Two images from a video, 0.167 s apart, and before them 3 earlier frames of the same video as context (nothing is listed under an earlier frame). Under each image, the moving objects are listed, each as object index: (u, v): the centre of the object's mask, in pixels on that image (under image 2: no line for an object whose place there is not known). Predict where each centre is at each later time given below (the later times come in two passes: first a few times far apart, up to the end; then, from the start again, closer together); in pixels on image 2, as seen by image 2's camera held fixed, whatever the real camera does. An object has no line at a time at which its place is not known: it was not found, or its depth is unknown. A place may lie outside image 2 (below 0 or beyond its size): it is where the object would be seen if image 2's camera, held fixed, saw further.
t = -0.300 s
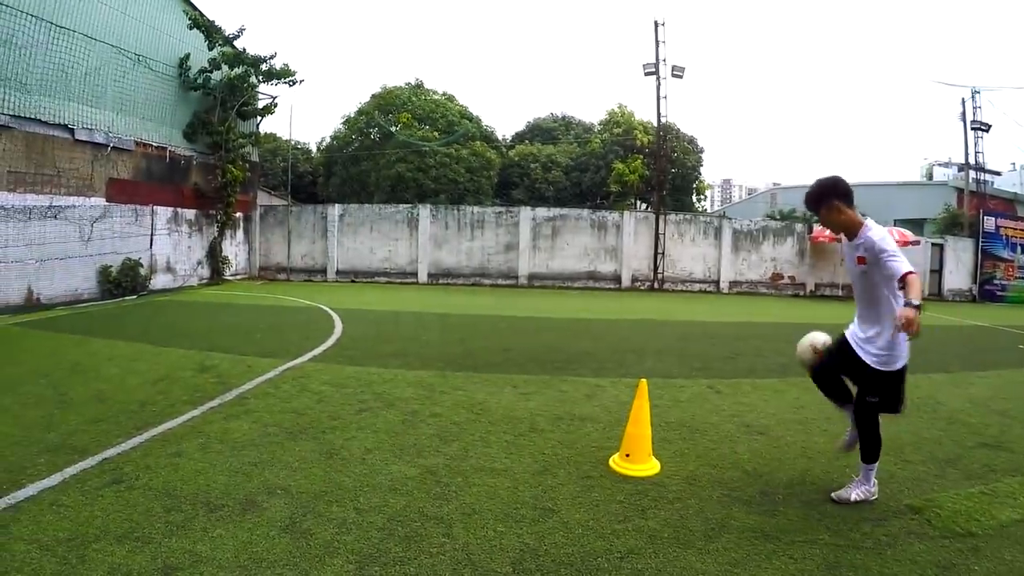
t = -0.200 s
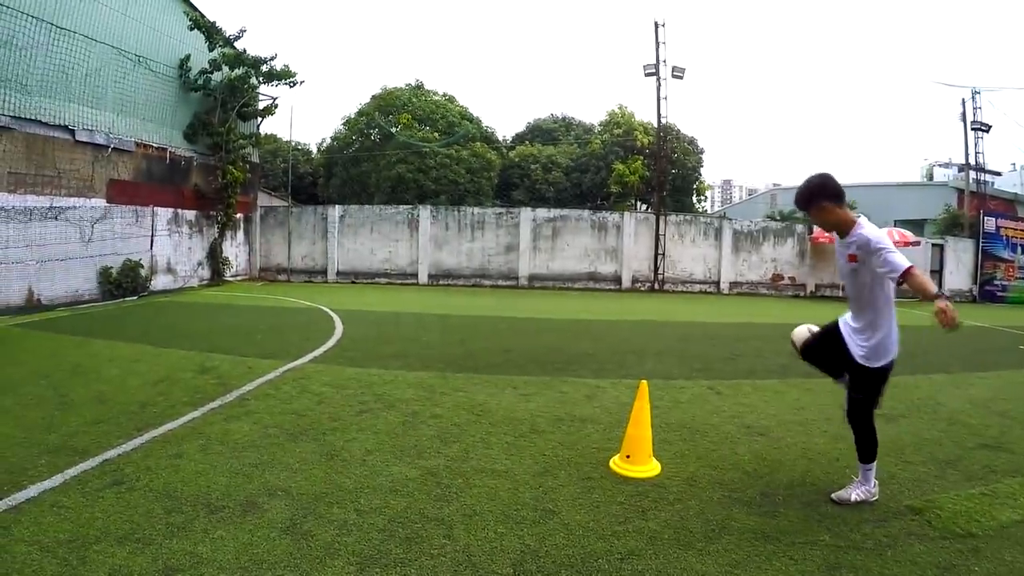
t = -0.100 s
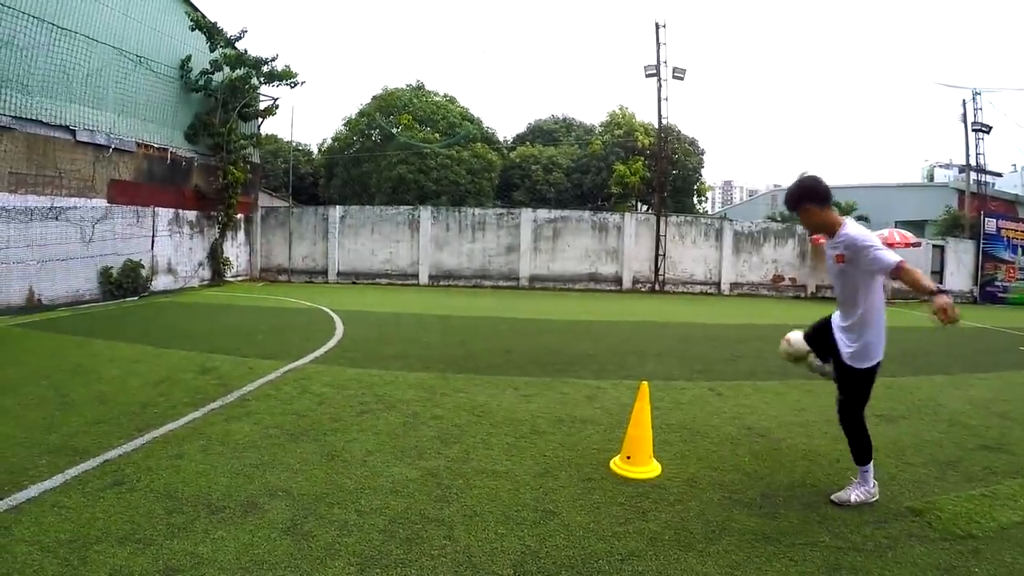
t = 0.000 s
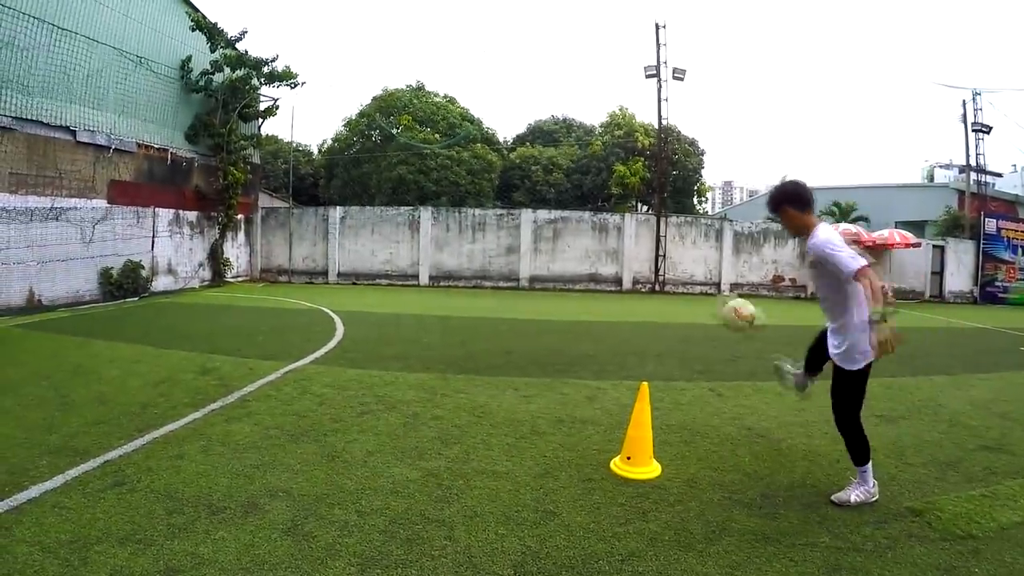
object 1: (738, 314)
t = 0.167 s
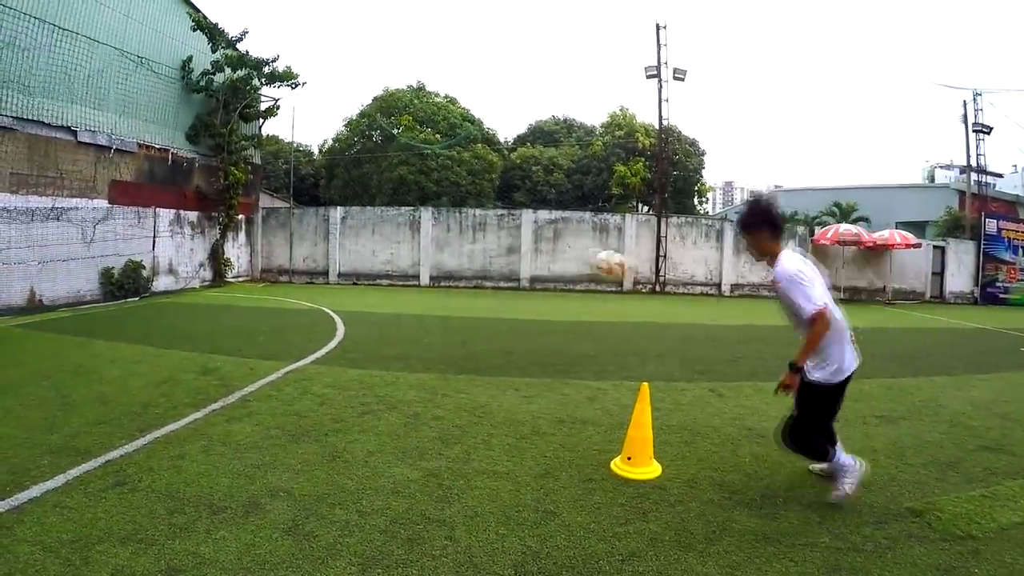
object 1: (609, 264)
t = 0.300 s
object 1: (499, 259)
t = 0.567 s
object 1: (306, 331)
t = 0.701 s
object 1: (236, 393)
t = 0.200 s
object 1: (581, 257)
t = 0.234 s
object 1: (555, 260)
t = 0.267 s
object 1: (530, 259)
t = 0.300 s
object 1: (499, 259)
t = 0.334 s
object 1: (472, 262)
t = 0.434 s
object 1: (395, 284)
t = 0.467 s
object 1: (371, 294)
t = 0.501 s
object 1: (348, 304)
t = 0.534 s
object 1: (325, 317)
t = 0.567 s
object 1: (306, 331)
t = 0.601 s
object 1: (287, 345)
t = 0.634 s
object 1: (269, 360)
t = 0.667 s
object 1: (252, 376)
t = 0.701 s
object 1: (236, 393)
